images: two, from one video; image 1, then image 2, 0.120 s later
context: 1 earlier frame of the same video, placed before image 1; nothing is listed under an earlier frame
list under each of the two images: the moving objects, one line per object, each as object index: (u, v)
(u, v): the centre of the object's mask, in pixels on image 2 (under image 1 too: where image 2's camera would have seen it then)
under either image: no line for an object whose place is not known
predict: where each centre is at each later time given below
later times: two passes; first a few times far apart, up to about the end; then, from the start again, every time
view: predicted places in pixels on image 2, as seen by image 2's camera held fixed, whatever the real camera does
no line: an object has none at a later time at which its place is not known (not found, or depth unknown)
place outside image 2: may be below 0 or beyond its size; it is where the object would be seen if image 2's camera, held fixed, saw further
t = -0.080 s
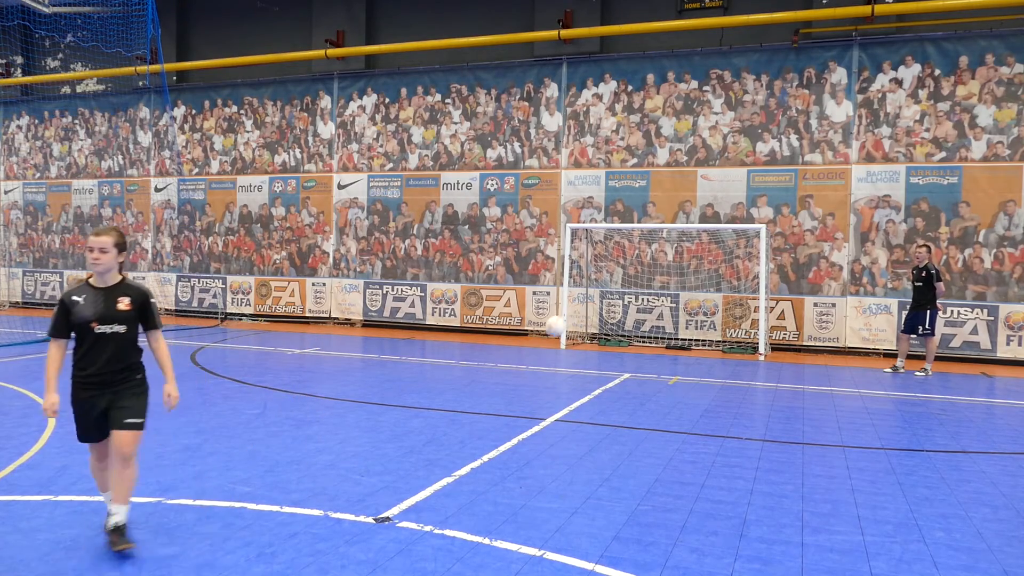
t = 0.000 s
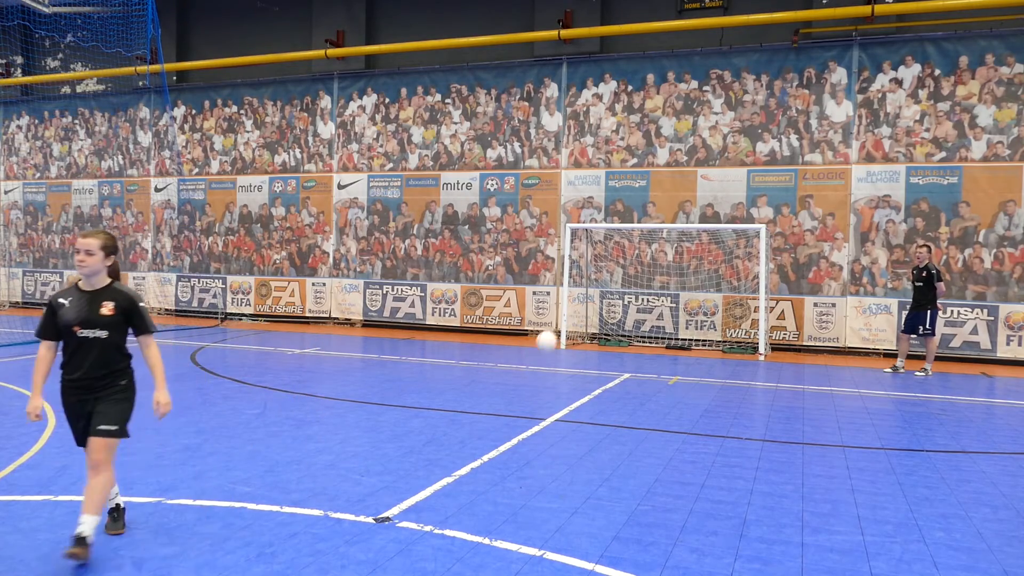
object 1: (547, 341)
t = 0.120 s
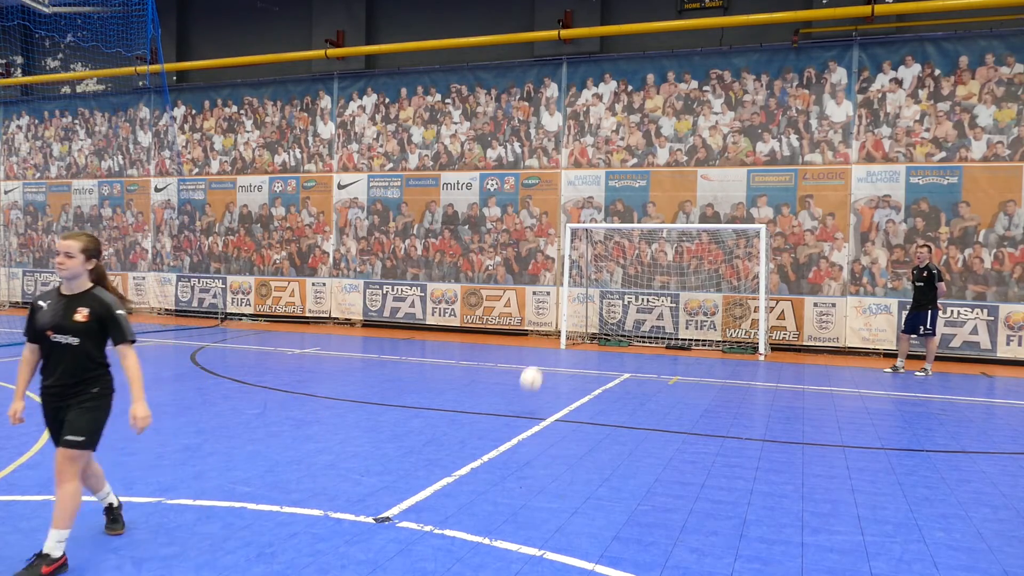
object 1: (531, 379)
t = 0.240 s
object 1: (514, 399)
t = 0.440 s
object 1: (481, 402)
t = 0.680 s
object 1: (431, 439)
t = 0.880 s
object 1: (377, 474)
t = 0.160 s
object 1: (526, 395)
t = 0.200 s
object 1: (520, 403)
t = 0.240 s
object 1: (514, 399)
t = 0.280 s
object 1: (508, 396)
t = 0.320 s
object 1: (502, 394)
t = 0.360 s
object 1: (495, 394)
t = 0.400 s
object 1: (488, 397)
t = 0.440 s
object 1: (481, 402)
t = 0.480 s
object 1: (474, 407)
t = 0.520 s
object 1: (466, 416)
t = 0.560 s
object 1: (457, 428)
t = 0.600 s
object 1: (448, 440)
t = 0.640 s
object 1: (440, 438)
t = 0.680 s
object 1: (431, 439)
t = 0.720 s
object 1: (421, 442)
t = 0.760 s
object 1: (411, 448)
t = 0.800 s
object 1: (401, 456)
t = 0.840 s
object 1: (389, 469)
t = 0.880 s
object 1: (377, 474)
